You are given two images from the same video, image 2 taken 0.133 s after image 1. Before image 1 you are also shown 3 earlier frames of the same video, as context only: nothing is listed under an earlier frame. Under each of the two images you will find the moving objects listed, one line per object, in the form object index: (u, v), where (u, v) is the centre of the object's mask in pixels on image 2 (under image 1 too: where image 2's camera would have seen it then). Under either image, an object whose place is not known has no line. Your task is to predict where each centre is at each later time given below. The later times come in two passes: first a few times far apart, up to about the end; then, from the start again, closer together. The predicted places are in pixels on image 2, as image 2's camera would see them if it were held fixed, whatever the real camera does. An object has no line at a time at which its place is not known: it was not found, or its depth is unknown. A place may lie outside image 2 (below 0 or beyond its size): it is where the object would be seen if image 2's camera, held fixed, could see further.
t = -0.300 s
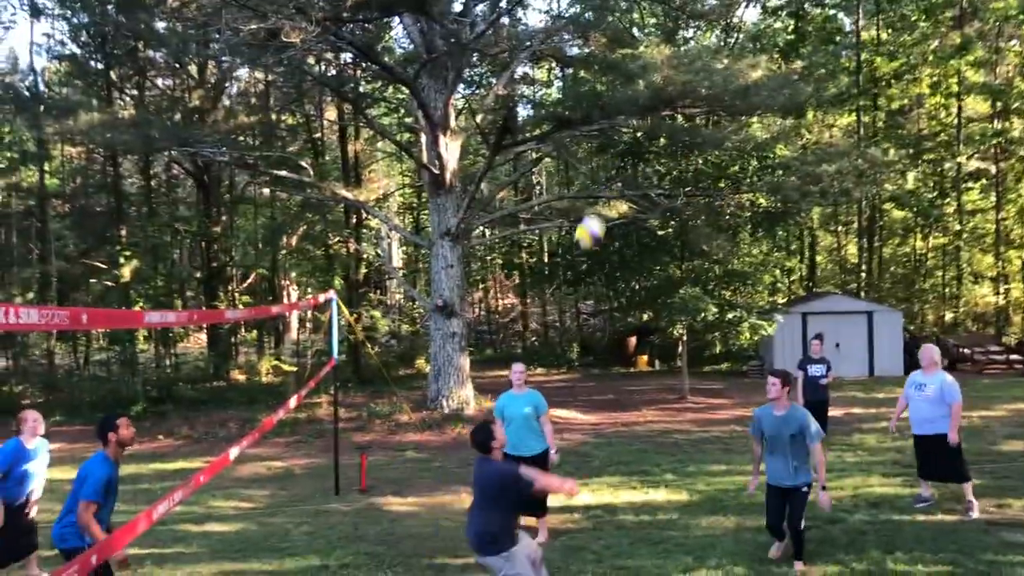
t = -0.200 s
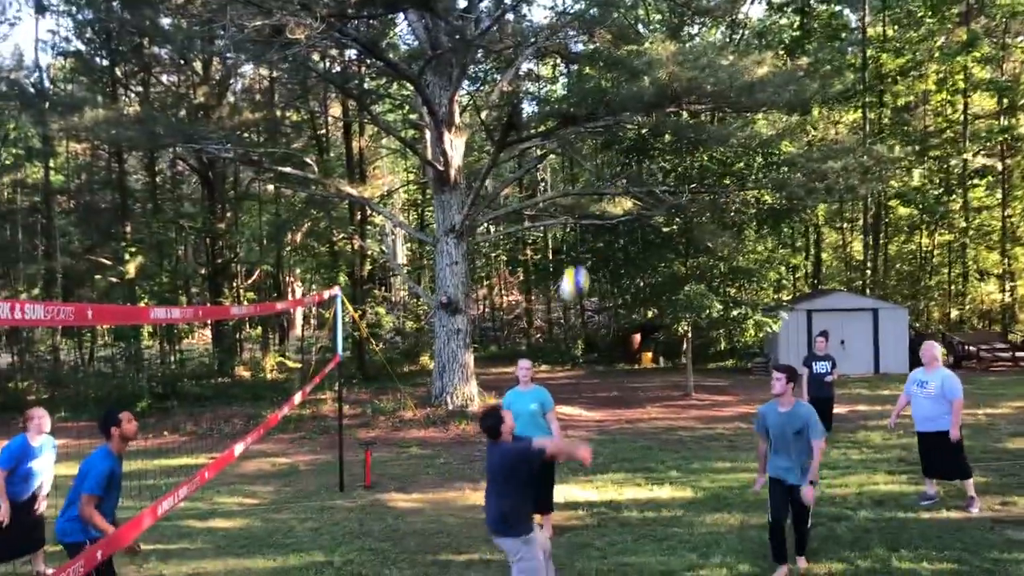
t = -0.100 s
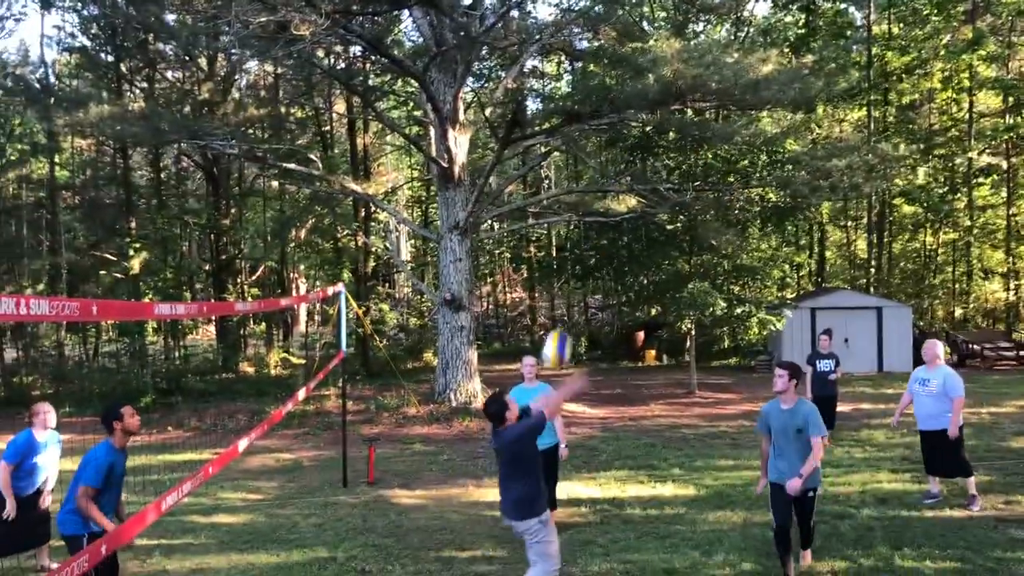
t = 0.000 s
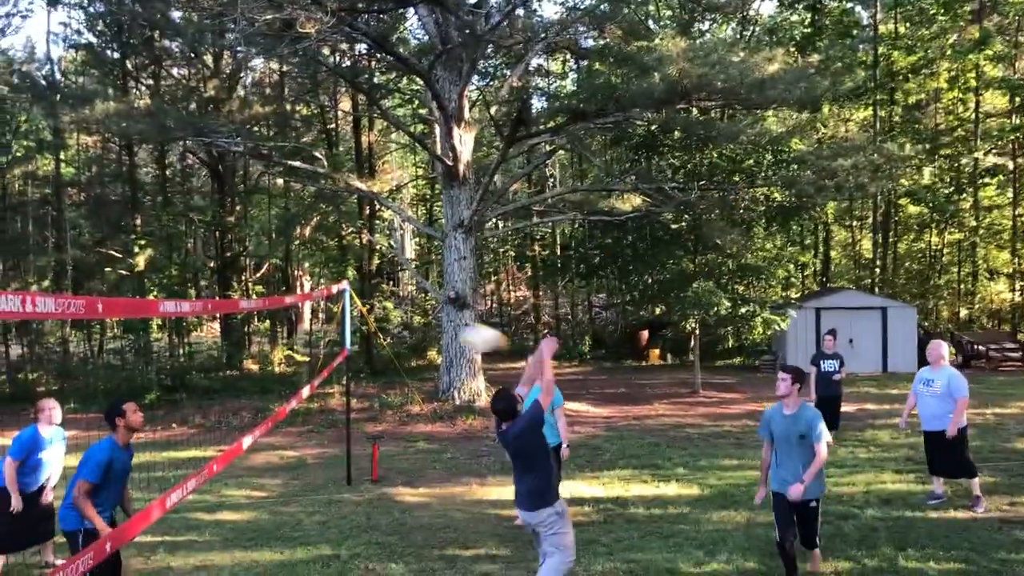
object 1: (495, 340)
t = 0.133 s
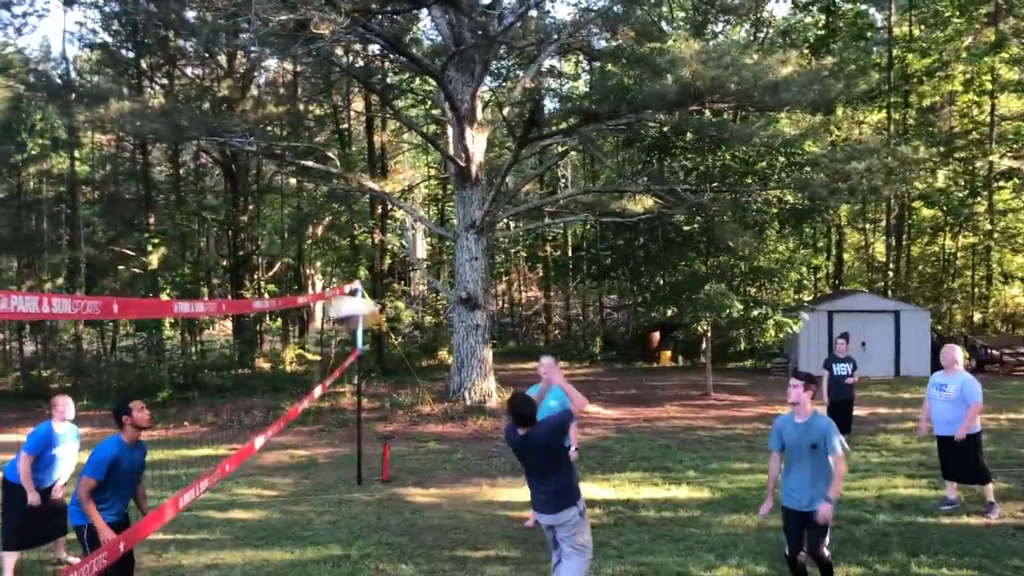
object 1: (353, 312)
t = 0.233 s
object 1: (246, 303)
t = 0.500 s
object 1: (155, 281)
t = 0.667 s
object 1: (93, 333)
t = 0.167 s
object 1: (309, 308)
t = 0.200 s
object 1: (274, 307)
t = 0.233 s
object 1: (246, 303)
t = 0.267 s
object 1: (235, 297)
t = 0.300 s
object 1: (227, 290)
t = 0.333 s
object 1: (215, 285)
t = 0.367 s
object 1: (204, 280)
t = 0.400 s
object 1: (193, 277)
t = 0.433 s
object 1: (179, 277)
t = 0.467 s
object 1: (169, 278)
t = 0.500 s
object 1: (155, 281)
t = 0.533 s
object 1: (143, 282)
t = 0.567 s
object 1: (133, 286)
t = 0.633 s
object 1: (106, 324)
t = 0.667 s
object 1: (93, 333)
